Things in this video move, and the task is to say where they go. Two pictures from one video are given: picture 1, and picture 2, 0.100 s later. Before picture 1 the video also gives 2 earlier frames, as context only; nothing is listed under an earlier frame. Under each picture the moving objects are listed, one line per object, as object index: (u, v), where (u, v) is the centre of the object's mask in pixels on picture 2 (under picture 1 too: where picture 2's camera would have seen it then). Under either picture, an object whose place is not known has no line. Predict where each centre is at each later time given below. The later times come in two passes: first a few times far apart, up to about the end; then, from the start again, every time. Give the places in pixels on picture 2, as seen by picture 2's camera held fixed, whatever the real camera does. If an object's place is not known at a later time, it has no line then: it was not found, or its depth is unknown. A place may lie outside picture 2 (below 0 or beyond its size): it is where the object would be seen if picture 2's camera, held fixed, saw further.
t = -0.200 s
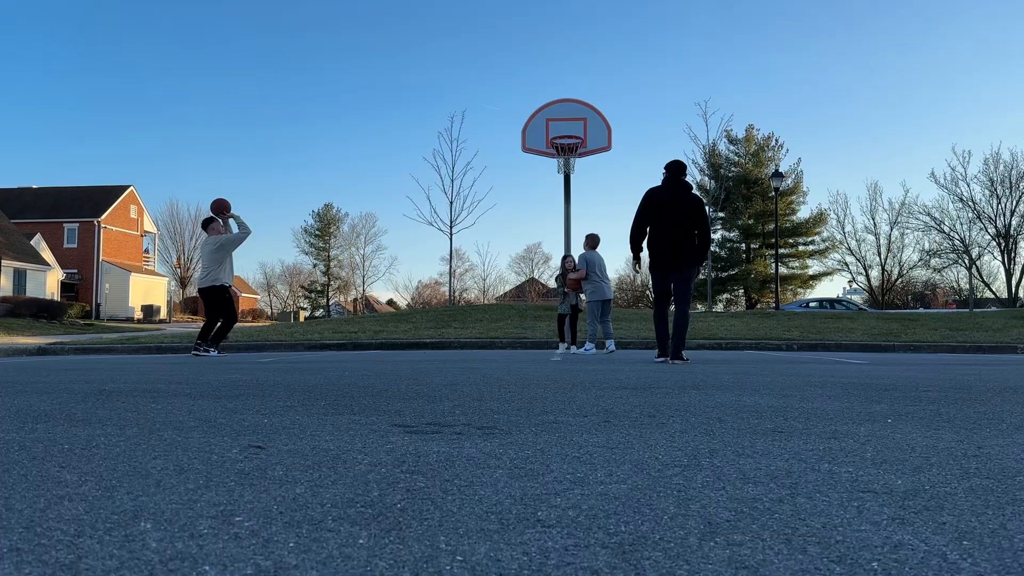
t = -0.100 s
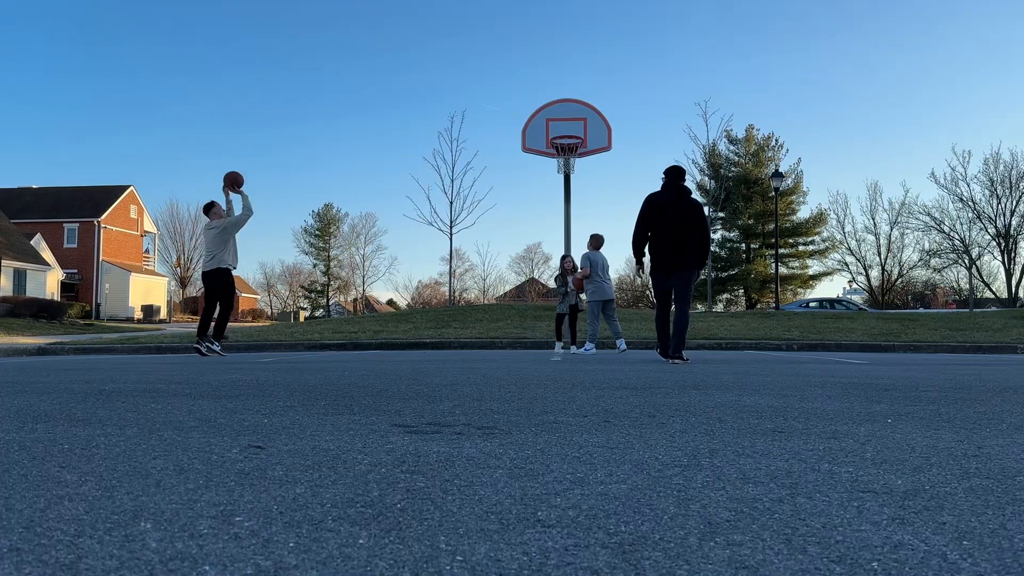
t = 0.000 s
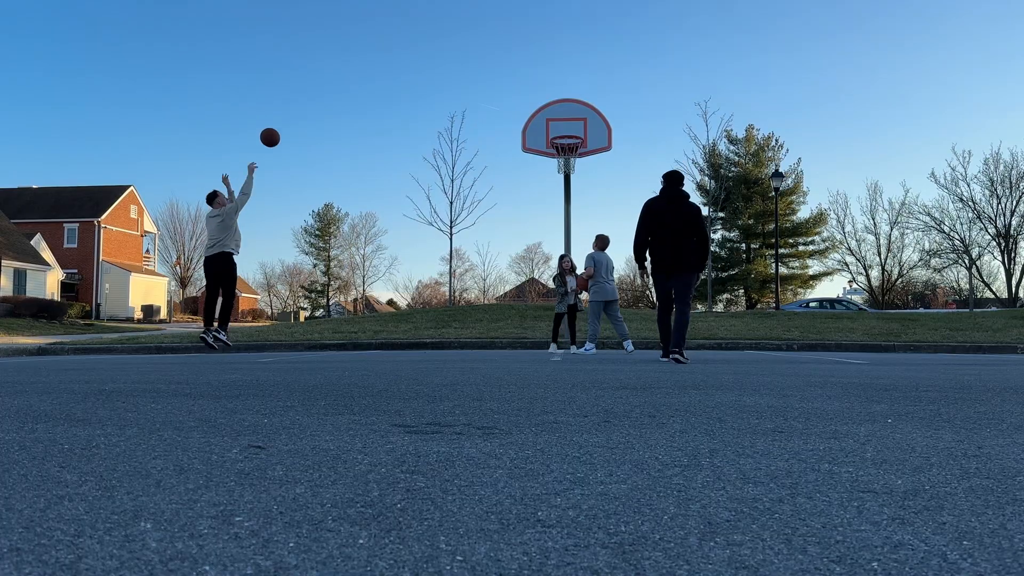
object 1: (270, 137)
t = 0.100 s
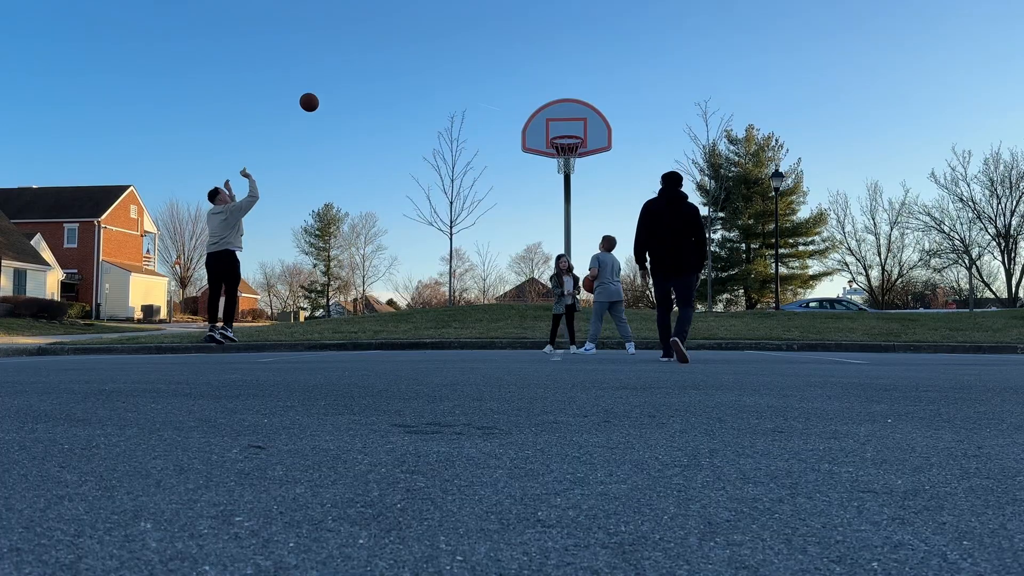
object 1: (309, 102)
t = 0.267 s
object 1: (370, 64)
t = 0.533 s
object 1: (459, 48)
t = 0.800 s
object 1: (538, 82)
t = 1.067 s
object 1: (610, 159)
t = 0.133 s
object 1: (322, 92)
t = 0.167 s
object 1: (334, 84)
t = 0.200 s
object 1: (346, 76)
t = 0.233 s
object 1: (358, 70)
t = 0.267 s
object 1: (370, 64)
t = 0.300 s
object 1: (382, 59)
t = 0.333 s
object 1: (393, 55)
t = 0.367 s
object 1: (405, 51)
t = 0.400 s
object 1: (416, 49)
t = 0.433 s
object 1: (427, 47)
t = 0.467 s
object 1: (438, 47)
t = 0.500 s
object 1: (448, 47)
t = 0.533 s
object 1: (459, 48)
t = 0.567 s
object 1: (469, 49)
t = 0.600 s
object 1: (479, 52)
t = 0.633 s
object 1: (489, 55)
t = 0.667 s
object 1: (499, 59)
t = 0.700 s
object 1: (509, 64)
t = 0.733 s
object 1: (519, 69)
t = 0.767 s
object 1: (528, 75)
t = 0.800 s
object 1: (538, 82)
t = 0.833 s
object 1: (547, 89)
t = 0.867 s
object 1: (556, 97)
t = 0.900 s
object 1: (565, 106)
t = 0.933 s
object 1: (574, 115)
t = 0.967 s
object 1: (583, 125)
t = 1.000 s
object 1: (592, 136)
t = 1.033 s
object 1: (601, 147)
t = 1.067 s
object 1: (610, 159)
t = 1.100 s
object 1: (619, 171)
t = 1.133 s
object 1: (627, 184)
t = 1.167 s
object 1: (636, 198)
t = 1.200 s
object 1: (644, 212)
